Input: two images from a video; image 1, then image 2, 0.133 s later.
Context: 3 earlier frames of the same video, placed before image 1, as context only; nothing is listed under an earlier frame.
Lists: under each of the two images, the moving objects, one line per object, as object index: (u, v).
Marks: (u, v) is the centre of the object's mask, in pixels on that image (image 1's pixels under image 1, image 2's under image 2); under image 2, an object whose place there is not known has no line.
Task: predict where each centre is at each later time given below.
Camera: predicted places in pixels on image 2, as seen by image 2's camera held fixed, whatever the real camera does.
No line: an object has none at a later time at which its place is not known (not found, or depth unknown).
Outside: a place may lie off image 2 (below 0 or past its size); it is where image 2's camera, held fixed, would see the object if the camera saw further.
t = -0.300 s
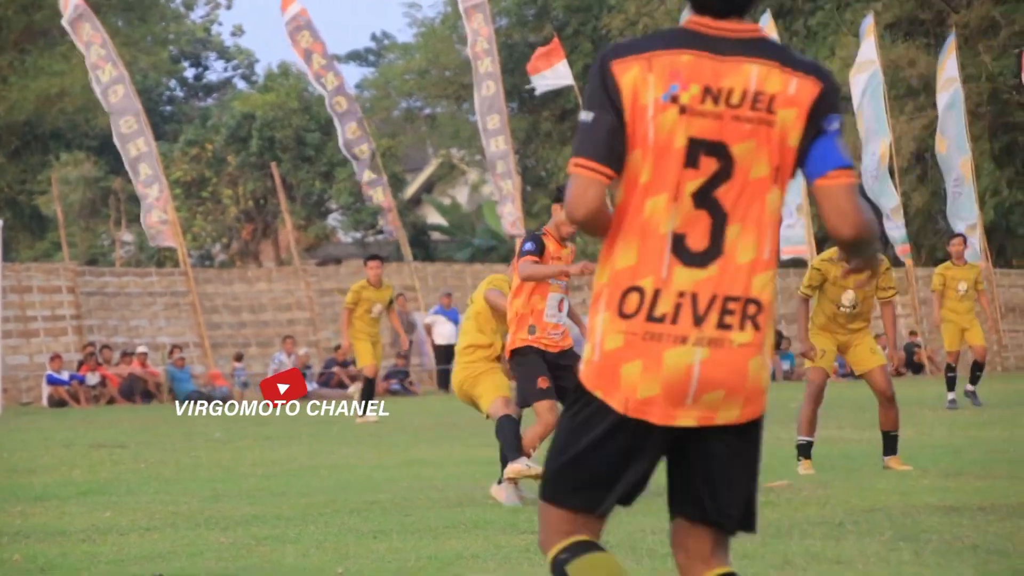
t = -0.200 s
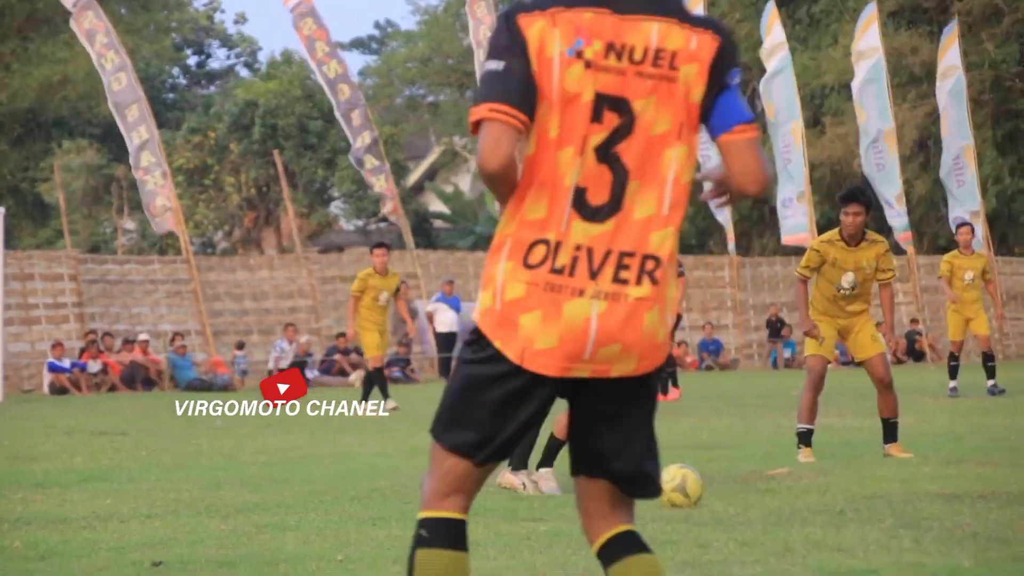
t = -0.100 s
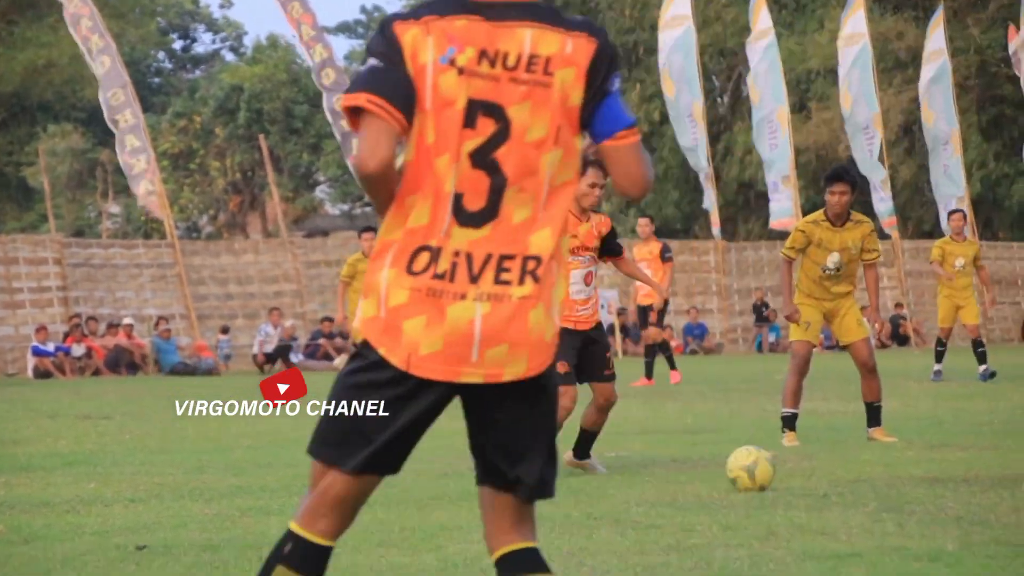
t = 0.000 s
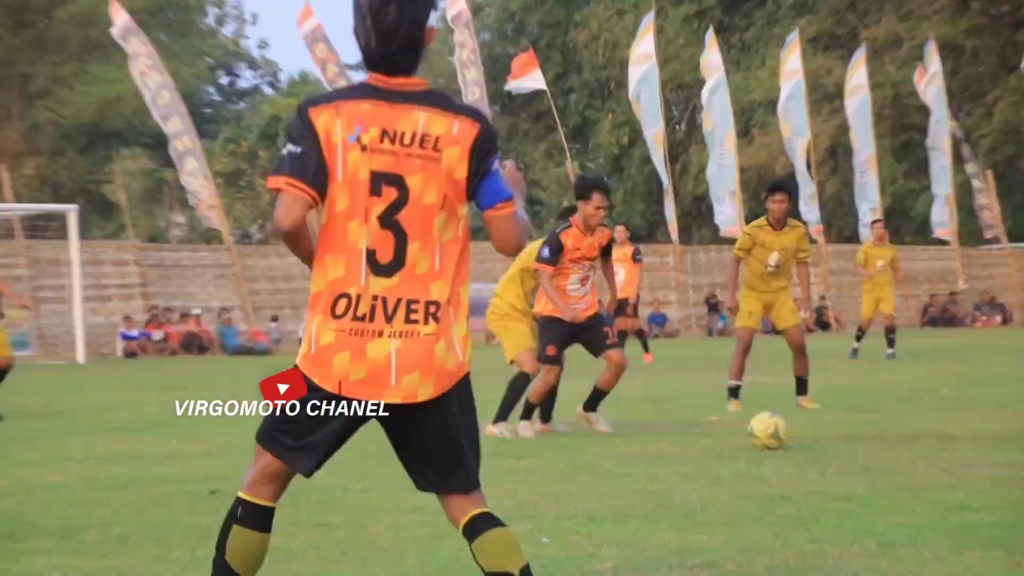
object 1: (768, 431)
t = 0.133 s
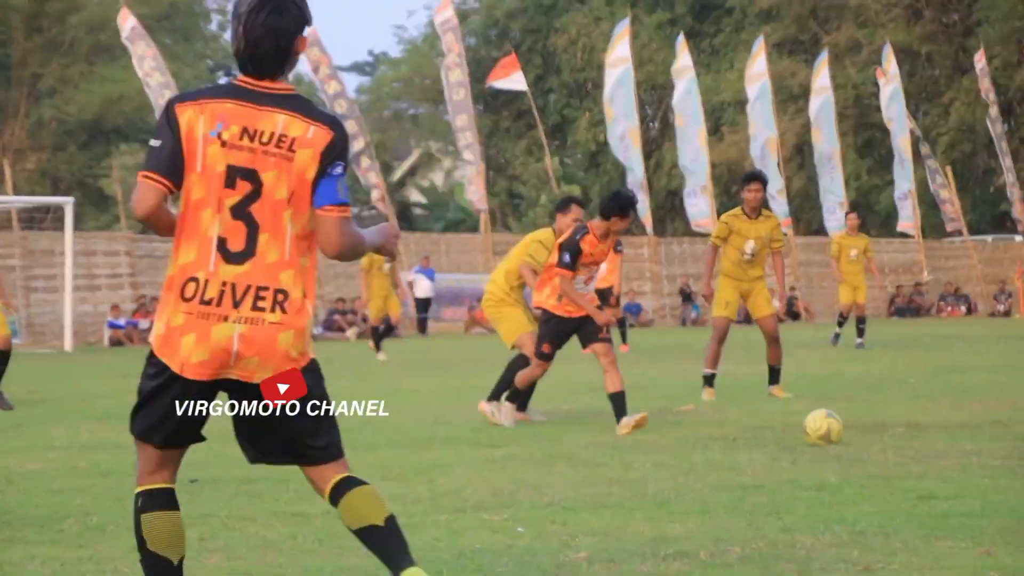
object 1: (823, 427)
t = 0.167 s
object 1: (843, 427)
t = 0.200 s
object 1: (864, 423)
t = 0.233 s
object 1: (885, 421)
